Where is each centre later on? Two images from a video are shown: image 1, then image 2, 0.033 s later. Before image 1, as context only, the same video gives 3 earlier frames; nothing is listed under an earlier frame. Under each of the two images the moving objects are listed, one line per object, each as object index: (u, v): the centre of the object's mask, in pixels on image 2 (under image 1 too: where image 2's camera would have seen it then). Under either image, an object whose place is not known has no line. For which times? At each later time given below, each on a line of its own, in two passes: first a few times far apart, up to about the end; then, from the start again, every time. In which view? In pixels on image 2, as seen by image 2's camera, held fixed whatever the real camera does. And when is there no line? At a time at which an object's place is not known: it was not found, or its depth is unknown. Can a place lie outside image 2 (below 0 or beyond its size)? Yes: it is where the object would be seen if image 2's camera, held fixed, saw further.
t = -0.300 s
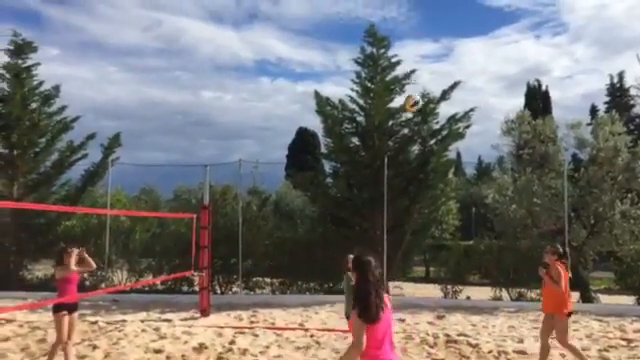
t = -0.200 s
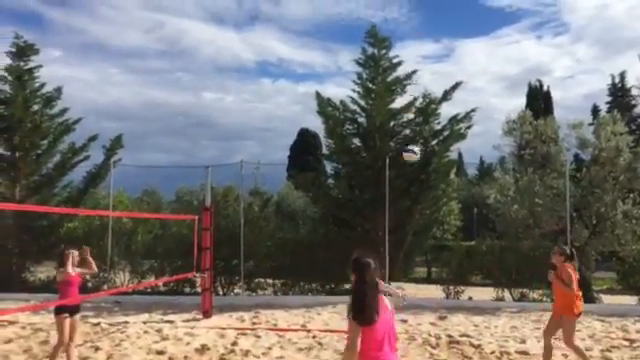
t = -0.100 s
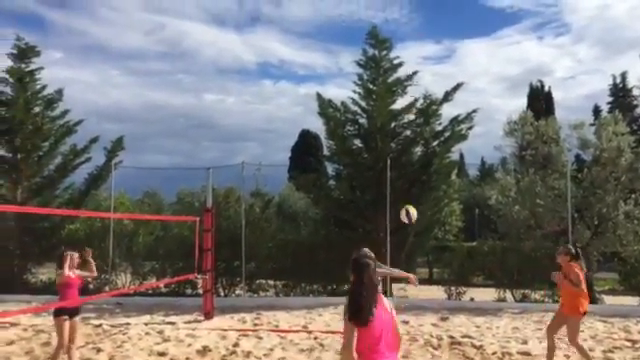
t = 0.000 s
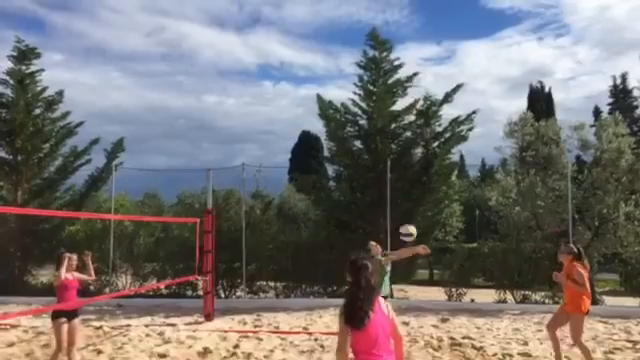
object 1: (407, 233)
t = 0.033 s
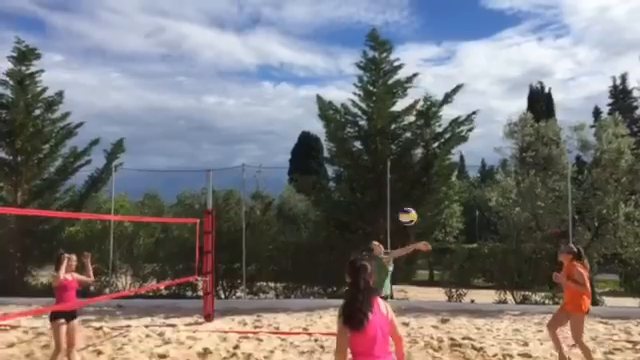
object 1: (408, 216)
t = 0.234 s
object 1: (410, 128)
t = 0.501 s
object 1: (421, 40)
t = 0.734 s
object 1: (436, 5)
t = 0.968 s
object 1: (459, 41)
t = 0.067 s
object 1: (408, 200)
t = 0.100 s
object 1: (408, 185)
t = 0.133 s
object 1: (409, 169)
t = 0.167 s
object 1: (409, 156)
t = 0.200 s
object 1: (410, 142)
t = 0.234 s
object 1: (410, 128)
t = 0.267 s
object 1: (413, 112)
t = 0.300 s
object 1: (411, 103)
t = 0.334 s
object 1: (414, 94)
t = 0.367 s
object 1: (414, 78)
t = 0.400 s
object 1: (417, 69)
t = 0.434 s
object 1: (418, 58)
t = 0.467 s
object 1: (420, 49)
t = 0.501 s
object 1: (421, 40)
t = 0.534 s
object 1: (423, 33)
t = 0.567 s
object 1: (425, 25)
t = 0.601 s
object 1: (427, 20)
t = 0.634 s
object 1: (429, 14)
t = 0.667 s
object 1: (432, 11)
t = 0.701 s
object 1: (433, 8)
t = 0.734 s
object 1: (436, 5)
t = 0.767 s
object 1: (438, 6)
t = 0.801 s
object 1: (441, 7)
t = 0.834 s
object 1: (444, 11)
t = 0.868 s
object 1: (448, 15)
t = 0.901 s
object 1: (451, 22)
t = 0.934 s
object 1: (454, 32)
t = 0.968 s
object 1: (459, 41)
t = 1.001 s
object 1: (463, 55)
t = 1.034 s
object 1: (469, 72)
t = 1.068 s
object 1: (475, 91)
